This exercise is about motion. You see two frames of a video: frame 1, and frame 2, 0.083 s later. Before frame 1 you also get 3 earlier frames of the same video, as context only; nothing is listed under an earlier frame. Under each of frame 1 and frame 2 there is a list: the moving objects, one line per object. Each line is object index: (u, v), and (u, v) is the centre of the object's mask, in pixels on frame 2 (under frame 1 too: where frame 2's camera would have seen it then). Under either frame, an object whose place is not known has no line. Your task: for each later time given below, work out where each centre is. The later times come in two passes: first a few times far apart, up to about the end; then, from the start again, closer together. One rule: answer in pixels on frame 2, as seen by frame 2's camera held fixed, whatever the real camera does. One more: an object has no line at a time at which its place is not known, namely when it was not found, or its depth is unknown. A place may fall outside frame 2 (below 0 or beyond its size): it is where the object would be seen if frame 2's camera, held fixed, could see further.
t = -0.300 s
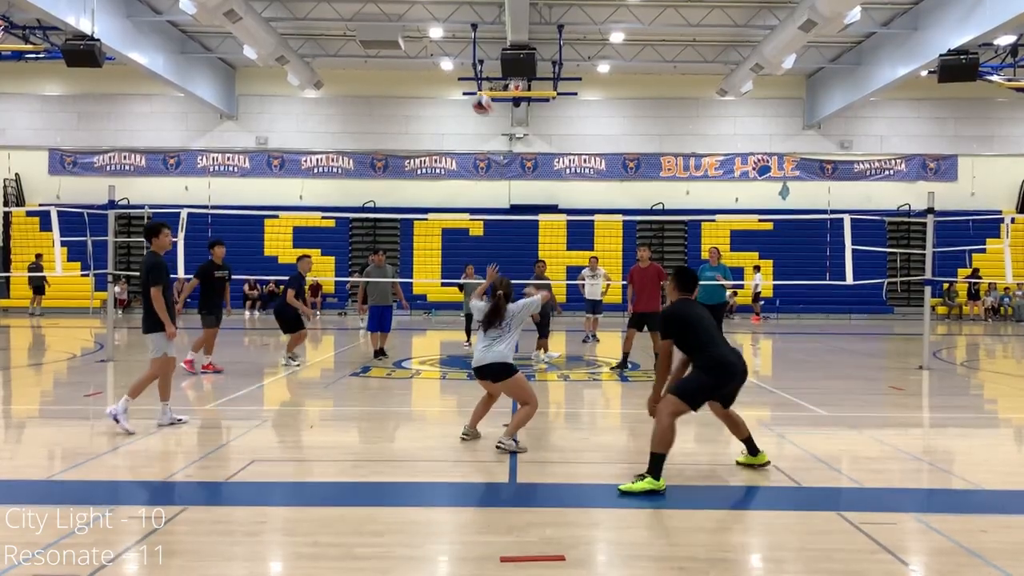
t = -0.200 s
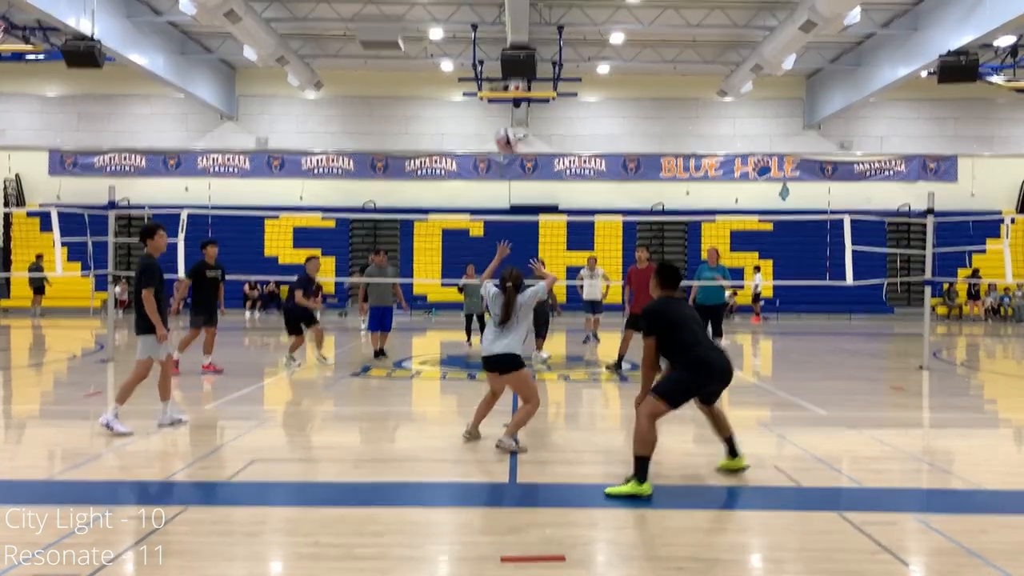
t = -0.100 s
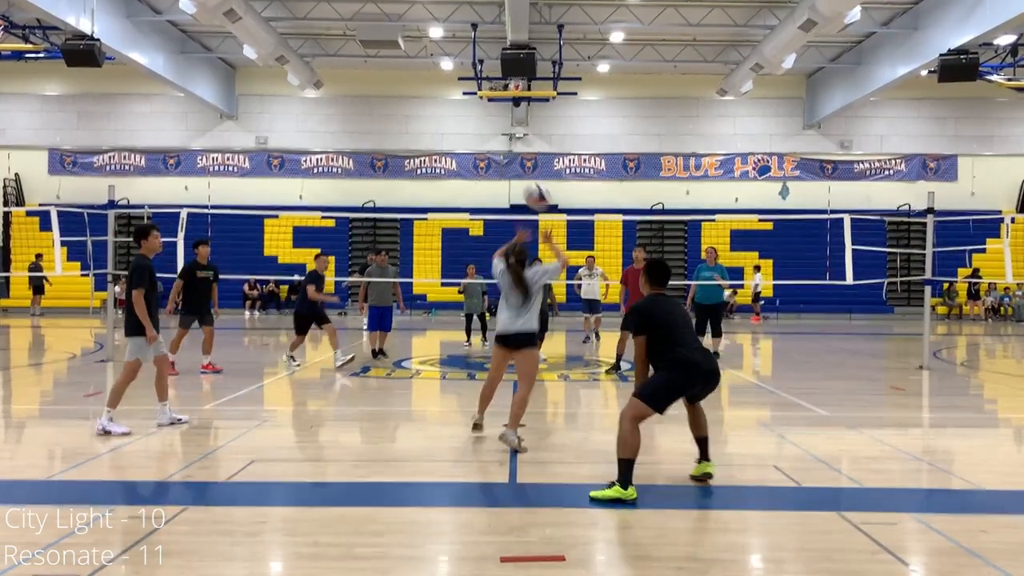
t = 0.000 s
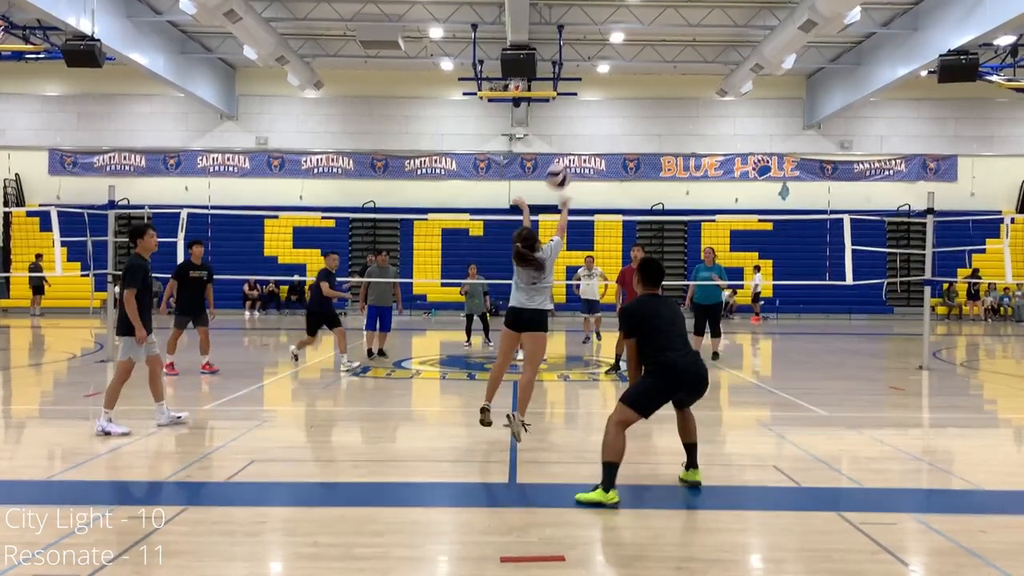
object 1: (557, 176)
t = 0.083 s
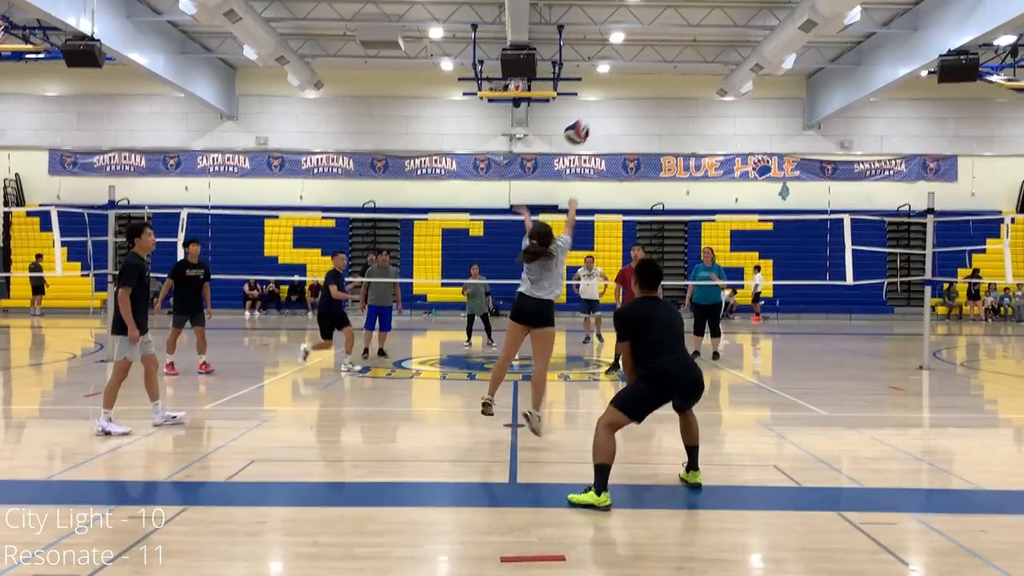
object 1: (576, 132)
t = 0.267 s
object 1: (613, 68)
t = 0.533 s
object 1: (657, 50)
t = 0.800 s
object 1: (694, 104)
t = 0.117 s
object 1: (584, 117)
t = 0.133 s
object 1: (587, 110)
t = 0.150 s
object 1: (587, 102)
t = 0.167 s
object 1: (592, 94)
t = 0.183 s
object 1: (597, 88)
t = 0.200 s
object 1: (599, 83)
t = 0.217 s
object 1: (603, 80)
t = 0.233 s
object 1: (606, 76)
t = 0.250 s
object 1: (609, 73)
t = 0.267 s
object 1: (613, 68)
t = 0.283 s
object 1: (616, 64)
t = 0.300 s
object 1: (619, 62)
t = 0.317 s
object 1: (621, 58)
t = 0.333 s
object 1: (625, 56)
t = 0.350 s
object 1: (628, 54)
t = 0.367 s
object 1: (631, 51)
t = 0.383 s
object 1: (633, 51)
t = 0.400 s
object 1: (635, 49)
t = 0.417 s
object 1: (638, 49)
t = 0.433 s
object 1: (641, 48)
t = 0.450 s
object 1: (645, 47)
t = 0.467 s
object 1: (647, 47)
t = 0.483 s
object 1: (650, 48)
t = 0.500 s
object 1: (652, 48)
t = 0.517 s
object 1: (655, 49)
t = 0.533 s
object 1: (657, 50)
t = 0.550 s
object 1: (660, 51)
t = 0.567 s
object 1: (662, 53)
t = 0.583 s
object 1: (665, 56)
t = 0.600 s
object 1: (667, 57)
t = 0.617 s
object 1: (670, 60)
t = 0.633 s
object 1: (672, 63)
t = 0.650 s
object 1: (675, 66)
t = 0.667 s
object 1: (677, 69)
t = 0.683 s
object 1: (679, 73)
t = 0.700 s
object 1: (681, 75)
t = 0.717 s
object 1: (683, 79)
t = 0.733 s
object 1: (686, 84)
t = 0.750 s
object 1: (688, 88)
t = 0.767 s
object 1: (690, 93)
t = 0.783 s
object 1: (691, 98)
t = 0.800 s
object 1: (694, 104)
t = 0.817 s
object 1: (696, 109)
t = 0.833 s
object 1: (699, 114)
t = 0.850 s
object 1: (701, 121)
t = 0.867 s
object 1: (703, 127)
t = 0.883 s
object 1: (705, 133)
